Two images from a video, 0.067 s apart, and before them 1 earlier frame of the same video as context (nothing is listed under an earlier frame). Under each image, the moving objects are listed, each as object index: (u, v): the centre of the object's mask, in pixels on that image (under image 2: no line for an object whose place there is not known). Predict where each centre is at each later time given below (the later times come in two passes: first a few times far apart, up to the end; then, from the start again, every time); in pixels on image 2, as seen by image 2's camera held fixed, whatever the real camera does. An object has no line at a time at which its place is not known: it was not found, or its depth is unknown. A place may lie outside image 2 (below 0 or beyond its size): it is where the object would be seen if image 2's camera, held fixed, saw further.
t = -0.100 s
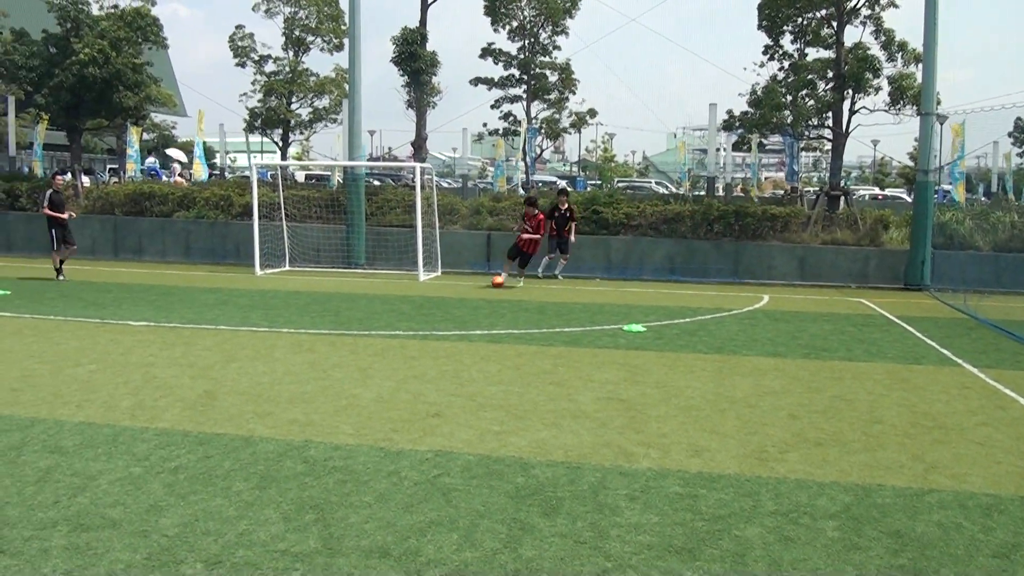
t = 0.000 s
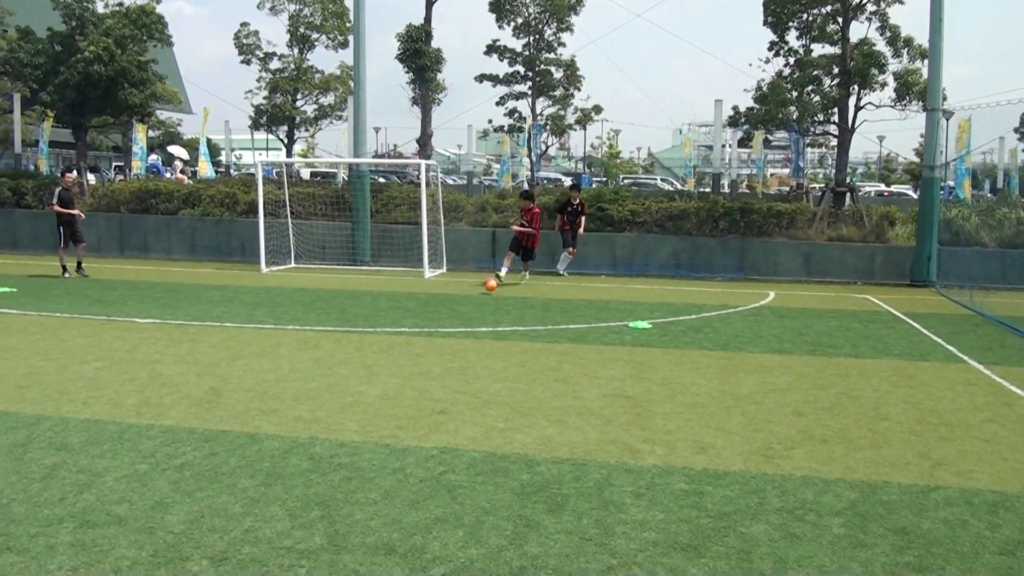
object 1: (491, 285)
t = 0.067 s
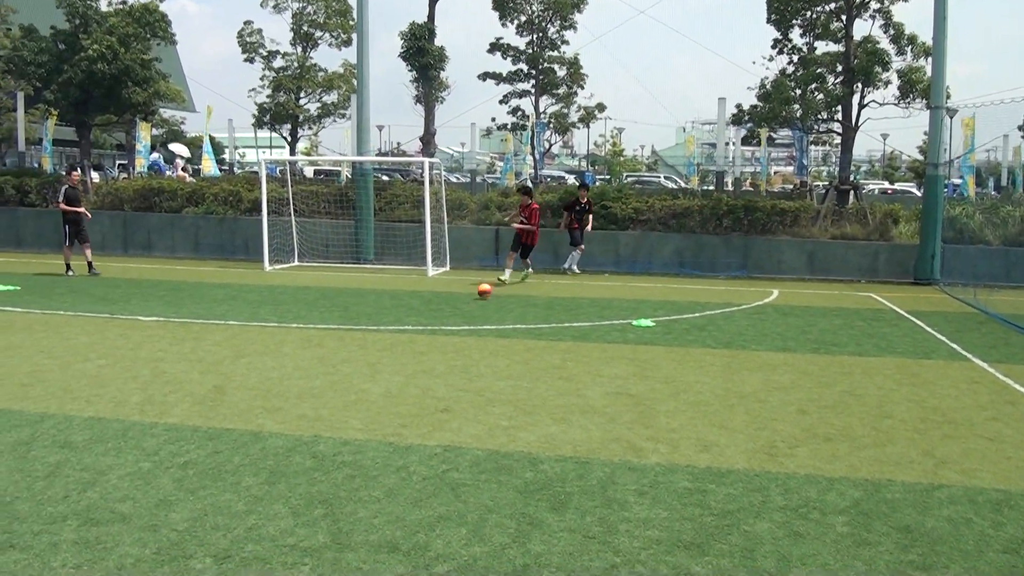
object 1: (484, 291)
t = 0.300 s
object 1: (450, 322)
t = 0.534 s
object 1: (410, 361)
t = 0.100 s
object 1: (480, 296)
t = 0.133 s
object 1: (476, 300)
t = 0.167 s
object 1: (470, 303)
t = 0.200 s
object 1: (466, 306)
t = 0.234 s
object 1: (461, 311)
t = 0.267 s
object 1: (455, 318)
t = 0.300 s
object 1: (450, 322)
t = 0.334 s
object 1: (445, 324)
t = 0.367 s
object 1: (440, 327)
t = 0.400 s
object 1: (434, 332)
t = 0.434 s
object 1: (428, 339)
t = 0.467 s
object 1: (422, 348)
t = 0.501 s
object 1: (416, 358)
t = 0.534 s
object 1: (410, 361)
